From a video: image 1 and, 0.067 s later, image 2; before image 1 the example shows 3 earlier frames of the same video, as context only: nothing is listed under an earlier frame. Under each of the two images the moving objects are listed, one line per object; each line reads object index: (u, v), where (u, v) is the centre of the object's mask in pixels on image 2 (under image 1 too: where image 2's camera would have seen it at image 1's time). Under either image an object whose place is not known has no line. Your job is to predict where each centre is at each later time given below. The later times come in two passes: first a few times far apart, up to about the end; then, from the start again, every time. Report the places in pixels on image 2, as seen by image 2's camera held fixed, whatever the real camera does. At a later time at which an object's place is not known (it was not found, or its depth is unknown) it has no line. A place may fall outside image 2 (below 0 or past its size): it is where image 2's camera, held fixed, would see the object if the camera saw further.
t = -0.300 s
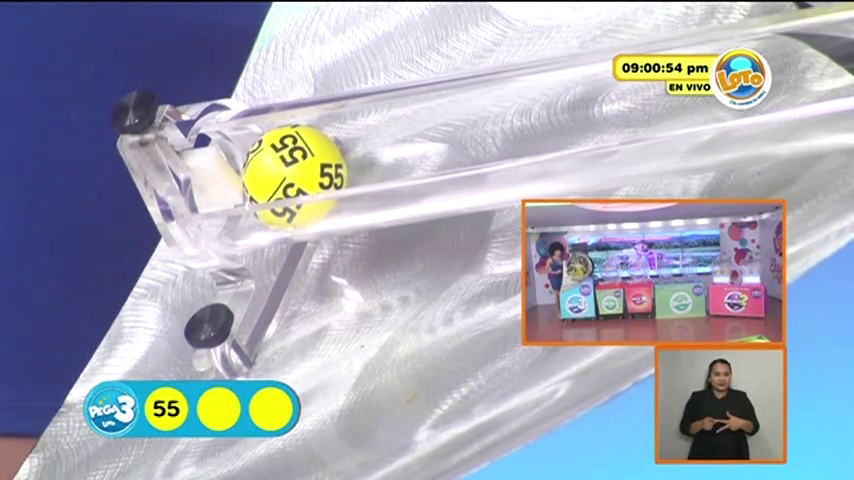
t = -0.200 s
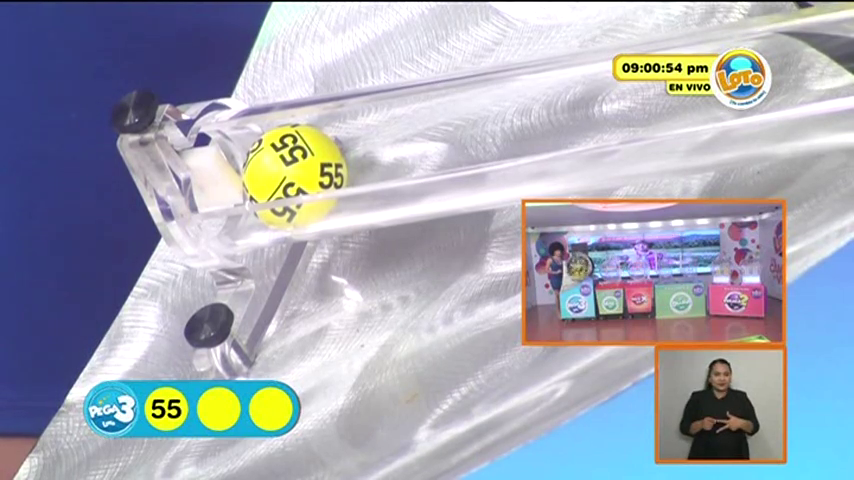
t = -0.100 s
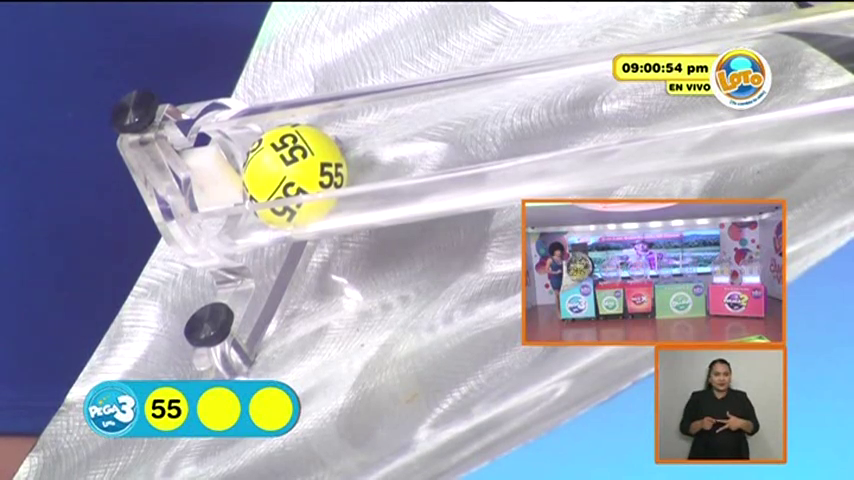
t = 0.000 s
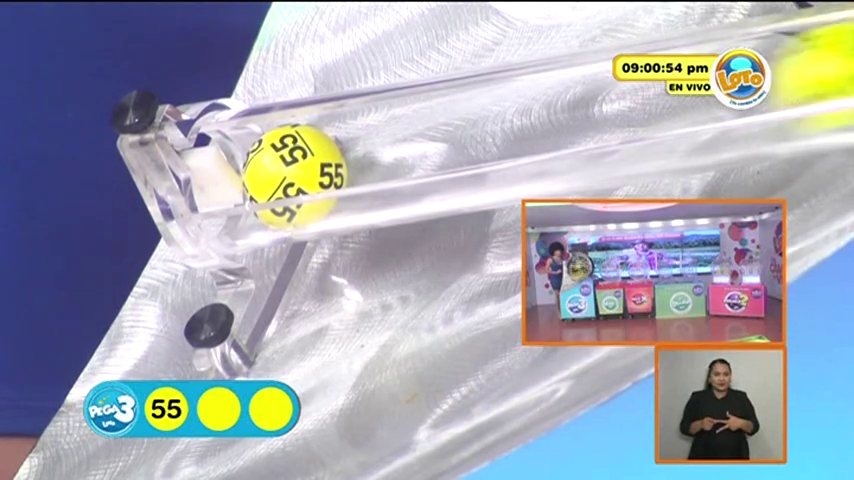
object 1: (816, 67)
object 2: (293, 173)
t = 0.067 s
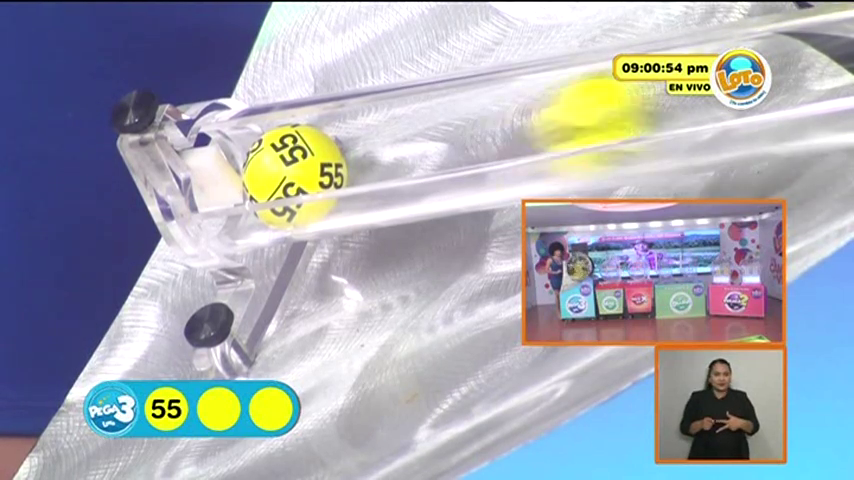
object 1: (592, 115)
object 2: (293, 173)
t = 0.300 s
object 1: (488, 131)
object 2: (296, 162)
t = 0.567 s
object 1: (399, 146)
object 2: (293, 173)
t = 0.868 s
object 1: (375, 159)
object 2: (288, 173)
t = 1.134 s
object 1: (375, 159)
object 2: (288, 174)
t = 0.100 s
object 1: (473, 135)
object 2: (293, 173)
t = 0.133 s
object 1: (381, 149)
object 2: (290, 162)
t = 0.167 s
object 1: (417, 142)
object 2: (307, 161)
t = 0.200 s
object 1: (451, 151)
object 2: (309, 157)
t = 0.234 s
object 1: (469, 149)
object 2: (308, 160)
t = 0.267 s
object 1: (485, 130)
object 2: (301, 159)
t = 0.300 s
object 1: (488, 131)
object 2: (296, 162)
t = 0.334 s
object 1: (489, 130)
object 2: (293, 172)
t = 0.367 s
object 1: (487, 140)
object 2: (293, 173)
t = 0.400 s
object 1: (478, 133)
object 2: (293, 173)
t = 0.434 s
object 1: (467, 135)
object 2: (293, 173)
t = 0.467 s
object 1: (456, 136)
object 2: (293, 173)
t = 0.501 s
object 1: (439, 141)
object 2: (293, 173)
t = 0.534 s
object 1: (420, 151)
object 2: (293, 173)
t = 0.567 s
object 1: (399, 146)
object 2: (293, 173)
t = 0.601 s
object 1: (376, 150)
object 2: (288, 174)
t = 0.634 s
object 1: (377, 149)
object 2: (289, 172)
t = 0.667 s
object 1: (376, 158)
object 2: (288, 173)
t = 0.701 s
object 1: (374, 159)
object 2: (287, 173)
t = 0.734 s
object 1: (374, 158)
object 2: (287, 173)
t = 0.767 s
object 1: (376, 150)
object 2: (288, 173)
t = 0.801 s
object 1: (375, 158)
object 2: (288, 173)
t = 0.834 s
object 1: (375, 159)
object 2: (287, 173)
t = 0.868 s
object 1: (375, 159)
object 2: (288, 173)
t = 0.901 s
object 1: (375, 159)
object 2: (288, 173)
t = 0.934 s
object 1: (375, 159)
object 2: (288, 173)
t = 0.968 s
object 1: (375, 159)
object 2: (288, 174)
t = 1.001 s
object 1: (375, 159)
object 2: (288, 173)
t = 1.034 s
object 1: (375, 160)
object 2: (288, 174)
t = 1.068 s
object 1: (375, 159)
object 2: (288, 174)
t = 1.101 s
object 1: (375, 159)
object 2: (288, 173)
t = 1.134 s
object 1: (375, 159)
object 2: (288, 174)
